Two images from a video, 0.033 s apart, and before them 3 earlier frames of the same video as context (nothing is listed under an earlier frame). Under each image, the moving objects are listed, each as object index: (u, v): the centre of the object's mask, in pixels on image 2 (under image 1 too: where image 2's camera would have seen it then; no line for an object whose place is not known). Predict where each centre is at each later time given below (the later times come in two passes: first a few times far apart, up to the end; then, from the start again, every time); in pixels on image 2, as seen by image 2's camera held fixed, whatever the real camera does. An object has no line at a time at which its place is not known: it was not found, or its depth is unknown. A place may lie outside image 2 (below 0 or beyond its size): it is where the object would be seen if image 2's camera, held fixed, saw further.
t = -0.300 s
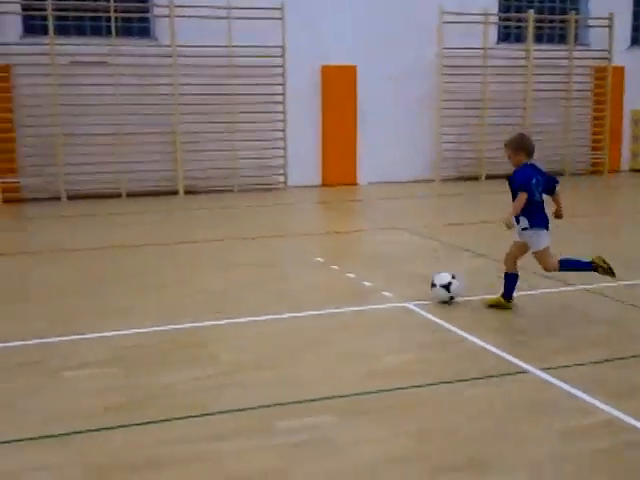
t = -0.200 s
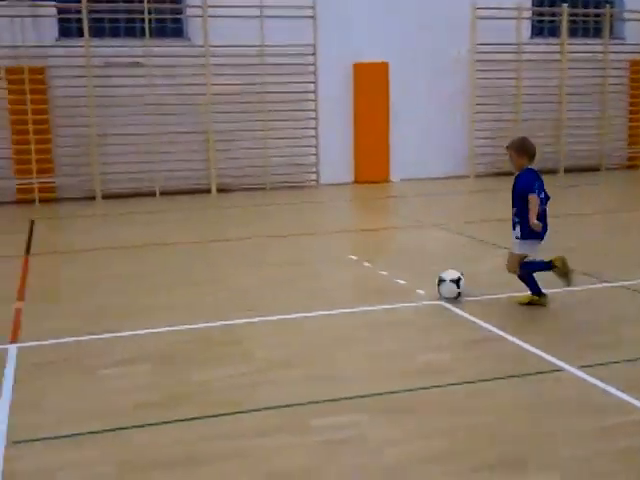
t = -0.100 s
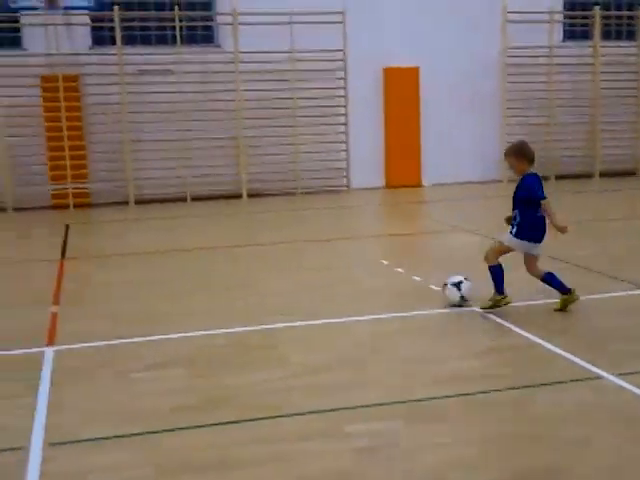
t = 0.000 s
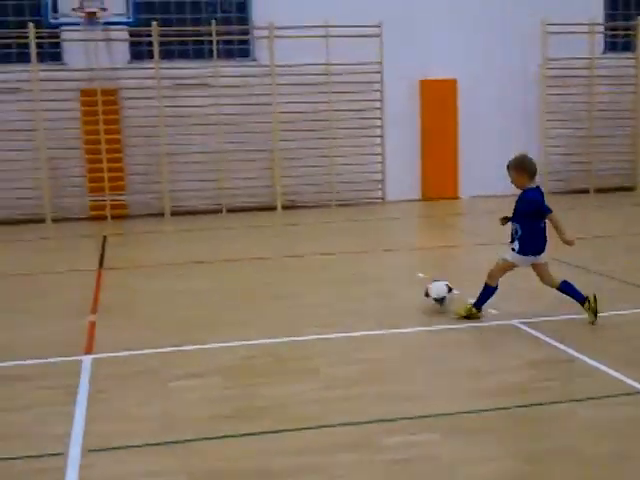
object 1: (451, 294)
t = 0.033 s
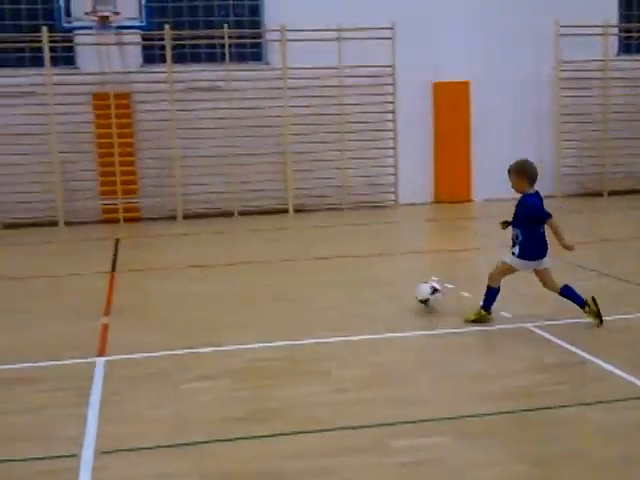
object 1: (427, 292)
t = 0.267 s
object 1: (313, 282)
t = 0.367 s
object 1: (276, 279)
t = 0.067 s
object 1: (408, 294)
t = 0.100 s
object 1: (388, 292)
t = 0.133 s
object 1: (372, 289)
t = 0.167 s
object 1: (355, 287)
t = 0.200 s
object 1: (340, 285)
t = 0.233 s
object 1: (326, 284)
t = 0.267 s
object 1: (313, 282)
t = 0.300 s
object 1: (300, 280)
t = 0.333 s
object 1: (288, 280)
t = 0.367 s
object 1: (276, 279)
